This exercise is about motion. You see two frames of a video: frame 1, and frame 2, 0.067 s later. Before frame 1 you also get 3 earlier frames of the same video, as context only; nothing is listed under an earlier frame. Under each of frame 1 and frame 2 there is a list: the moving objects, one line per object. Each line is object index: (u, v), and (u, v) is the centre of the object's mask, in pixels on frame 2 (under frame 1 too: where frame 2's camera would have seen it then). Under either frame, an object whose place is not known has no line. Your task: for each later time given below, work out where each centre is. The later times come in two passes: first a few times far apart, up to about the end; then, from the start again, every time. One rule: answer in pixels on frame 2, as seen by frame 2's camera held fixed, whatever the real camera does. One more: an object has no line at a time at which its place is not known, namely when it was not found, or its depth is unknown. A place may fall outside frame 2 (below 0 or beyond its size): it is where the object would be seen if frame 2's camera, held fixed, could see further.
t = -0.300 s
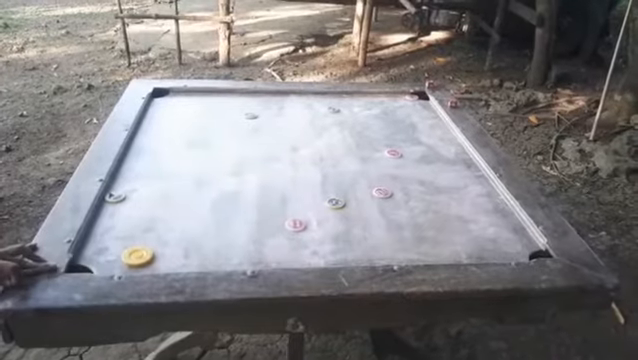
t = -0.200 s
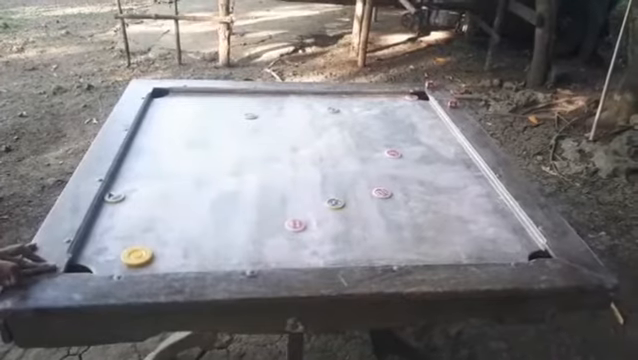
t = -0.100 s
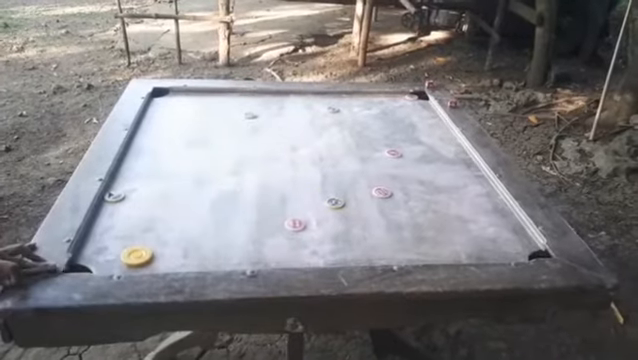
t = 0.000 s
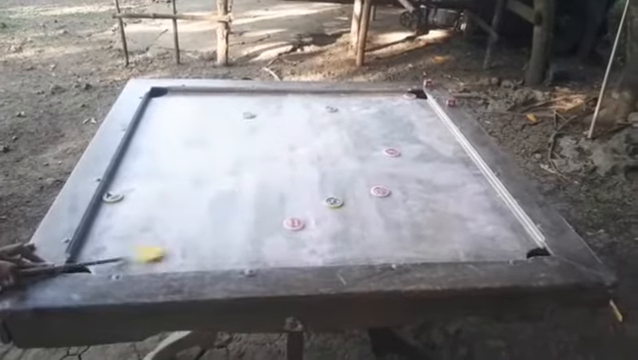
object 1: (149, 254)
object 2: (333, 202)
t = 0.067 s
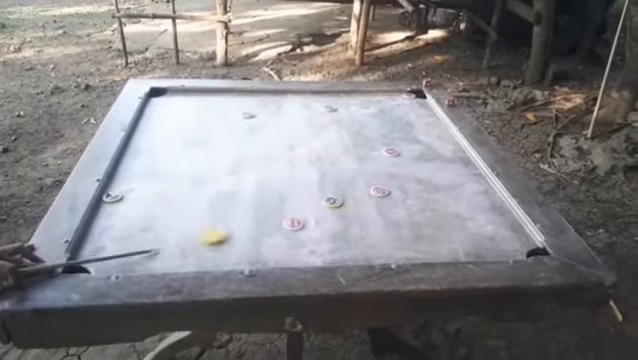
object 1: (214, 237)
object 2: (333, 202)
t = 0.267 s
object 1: (320, 197)
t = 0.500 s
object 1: (353, 170)
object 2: (441, 214)
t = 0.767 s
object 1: (367, 157)
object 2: (514, 232)
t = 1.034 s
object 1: (369, 156)
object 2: (505, 234)
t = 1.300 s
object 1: (368, 156)
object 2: (505, 234)
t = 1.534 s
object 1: (368, 155)
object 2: (505, 234)
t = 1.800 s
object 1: (368, 155)
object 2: (505, 234)
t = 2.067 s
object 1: (368, 156)
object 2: (505, 234)
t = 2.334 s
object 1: (369, 155)
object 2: (505, 234)
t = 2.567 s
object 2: (505, 234)
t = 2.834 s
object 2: (505, 234)
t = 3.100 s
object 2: (506, 234)
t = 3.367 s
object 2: (505, 233)
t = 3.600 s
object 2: (506, 233)
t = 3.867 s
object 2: (506, 233)
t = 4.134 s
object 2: (506, 233)
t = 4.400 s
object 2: (506, 233)
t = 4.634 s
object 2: (506, 233)
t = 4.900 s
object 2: (506, 233)
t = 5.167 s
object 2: (508, 233)
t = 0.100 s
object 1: (243, 229)
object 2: (333, 202)
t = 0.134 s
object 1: (267, 221)
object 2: (332, 201)
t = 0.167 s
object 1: (286, 215)
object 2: (333, 202)
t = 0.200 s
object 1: (300, 208)
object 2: (332, 201)
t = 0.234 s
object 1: (313, 202)
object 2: (334, 202)
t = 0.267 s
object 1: (320, 197)
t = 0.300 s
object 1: (326, 192)
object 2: (370, 201)
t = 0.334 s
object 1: (331, 187)
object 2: (380, 202)
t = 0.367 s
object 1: (336, 183)
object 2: (393, 204)
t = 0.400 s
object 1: (342, 180)
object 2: (408, 207)
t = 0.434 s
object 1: (346, 176)
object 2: (422, 210)
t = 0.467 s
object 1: (350, 172)
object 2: (429, 212)
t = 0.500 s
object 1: (353, 170)
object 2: (441, 214)
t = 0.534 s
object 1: (356, 168)
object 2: (451, 217)
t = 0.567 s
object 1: (360, 165)
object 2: (462, 219)
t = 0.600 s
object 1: (363, 163)
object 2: (472, 222)
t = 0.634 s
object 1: (364, 161)
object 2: (482, 224)
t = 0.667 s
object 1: (365, 160)
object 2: (488, 225)
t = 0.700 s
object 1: (366, 159)
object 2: (501, 229)
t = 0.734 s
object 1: (367, 158)
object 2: (507, 229)
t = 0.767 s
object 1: (367, 157)
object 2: (514, 232)
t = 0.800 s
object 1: (368, 156)
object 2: (516, 233)
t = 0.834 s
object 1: (368, 156)
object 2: (513, 234)
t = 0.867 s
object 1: (368, 156)
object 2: (512, 233)
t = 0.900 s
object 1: (368, 156)
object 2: (509, 234)
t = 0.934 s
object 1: (368, 156)
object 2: (507, 234)
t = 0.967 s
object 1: (368, 156)
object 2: (505, 234)
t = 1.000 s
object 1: (369, 156)
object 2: (505, 234)
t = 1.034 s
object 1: (369, 156)
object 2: (505, 234)
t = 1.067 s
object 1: (369, 156)
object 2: (505, 234)
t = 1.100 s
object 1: (369, 156)
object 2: (505, 234)
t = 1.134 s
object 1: (368, 156)
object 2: (505, 234)
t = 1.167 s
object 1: (368, 156)
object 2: (505, 234)
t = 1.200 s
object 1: (368, 156)
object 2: (505, 234)
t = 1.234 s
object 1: (368, 156)
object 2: (505, 234)
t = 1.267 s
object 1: (368, 156)
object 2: (505, 234)
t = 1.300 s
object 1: (368, 156)
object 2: (505, 234)
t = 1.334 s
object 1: (368, 156)
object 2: (505, 234)
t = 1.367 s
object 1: (368, 156)
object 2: (505, 234)
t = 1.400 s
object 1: (368, 155)
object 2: (505, 234)
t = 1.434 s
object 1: (368, 155)
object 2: (505, 234)
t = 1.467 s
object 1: (369, 155)
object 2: (505, 234)
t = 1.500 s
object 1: (369, 155)
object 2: (505, 234)
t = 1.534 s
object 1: (368, 155)
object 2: (505, 234)
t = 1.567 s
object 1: (368, 155)
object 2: (505, 234)
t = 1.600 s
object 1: (368, 155)
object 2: (505, 234)
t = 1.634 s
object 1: (368, 155)
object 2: (505, 234)
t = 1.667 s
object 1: (369, 155)
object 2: (505, 234)
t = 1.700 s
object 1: (369, 155)
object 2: (505, 234)
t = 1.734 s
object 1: (368, 155)
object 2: (505, 234)
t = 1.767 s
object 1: (368, 155)
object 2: (505, 234)
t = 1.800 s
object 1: (368, 155)
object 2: (505, 234)
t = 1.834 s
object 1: (368, 155)
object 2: (505, 234)
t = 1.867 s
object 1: (369, 155)
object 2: (505, 234)
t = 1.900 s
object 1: (369, 155)
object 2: (505, 234)
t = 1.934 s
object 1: (368, 155)
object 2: (505, 234)
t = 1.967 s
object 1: (368, 155)
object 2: (505, 234)
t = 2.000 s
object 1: (369, 155)
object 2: (505, 234)
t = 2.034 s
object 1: (369, 155)
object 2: (505, 234)
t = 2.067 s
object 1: (368, 156)
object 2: (505, 234)
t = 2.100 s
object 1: (369, 155)
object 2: (504, 234)
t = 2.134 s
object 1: (369, 155)
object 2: (505, 234)
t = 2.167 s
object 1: (369, 155)
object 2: (505, 234)
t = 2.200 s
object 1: (369, 155)
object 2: (505, 234)
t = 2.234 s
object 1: (369, 155)
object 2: (505, 234)
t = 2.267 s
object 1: (369, 155)
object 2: (505, 233)
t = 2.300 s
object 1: (369, 155)
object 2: (505, 234)
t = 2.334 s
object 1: (369, 155)
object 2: (505, 234)
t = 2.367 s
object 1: (369, 155)
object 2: (505, 234)
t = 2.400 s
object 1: (369, 155)
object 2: (505, 234)
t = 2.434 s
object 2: (505, 234)
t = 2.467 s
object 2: (505, 233)
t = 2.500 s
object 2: (505, 233)
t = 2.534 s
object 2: (505, 234)
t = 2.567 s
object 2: (505, 234)
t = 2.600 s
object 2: (505, 233)
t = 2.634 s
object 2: (505, 234)
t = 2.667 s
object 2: (505, 234)
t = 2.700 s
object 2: (505, 234)
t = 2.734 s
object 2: (505, 234)
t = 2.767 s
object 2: (505, 234)
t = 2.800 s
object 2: (505, 234)
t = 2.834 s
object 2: (505, 234)
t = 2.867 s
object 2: (505, 234)
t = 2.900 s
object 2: (506, 234)
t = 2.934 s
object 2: (506, 234)
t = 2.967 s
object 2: (506, 234)
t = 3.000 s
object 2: (506, 233)
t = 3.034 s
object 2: (506, 234)
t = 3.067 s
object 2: (506, 234)
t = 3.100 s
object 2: (506, 234)
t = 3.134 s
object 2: (506, 234)
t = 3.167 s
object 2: (506, 234)
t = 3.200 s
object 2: (505, 233)
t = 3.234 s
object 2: (505, 233)
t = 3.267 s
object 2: (505, 233)
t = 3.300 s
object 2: (505, 233)
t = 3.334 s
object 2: (505, 233)
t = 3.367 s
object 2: (505, 233)
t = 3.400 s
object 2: (505, 233)
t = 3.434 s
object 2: (505, 233)
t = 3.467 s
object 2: (505, 233)
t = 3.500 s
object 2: (505, 233)
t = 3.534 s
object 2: (505, 233)
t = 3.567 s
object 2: (505, 233)
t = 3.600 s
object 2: (506, 233)
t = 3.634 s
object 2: (505, 233)
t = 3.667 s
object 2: (505, 233)
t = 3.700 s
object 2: (505, 233)
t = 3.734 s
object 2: (505, 233)
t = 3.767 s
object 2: (505, 233)
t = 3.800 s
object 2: (506, 233)
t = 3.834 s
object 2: (506, 233)
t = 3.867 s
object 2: (506, 233)
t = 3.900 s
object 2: (506, 233)
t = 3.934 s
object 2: (506, 233)
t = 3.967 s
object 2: (506, 233)
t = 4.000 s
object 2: (506, 233)
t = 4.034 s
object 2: (506, 234)
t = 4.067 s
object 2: (506, 234)
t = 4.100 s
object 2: (506, 234)
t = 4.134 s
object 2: (506, 233)
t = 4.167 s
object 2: (506, 233)
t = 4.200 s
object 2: (506, 233)
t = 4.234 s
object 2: (505, 233)
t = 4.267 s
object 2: (506, 233)
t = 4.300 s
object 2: (506, 233)
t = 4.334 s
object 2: (506, 233)
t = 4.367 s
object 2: (506, 233)
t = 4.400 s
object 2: (506, 233)
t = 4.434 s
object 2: (506, 233)
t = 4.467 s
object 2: (506, 233)
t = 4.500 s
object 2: (506, 233)
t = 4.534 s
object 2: (505, 233)
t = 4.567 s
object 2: (505, 233)
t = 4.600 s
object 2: (506, 233)
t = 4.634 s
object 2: (506, 233)
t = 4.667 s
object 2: (506, 233)
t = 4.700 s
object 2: (506, 233)
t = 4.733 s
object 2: (506, 232)
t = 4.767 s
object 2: (506, 233)
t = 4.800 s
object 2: (506, 232)
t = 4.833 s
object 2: (505, 232)
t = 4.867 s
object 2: (506, 233)
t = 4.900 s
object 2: (506, 233)
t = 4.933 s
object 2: (507, 233)
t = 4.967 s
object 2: (507, 233)
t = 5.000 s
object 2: (507, 233)
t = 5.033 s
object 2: (507, 233)
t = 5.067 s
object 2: (507, 233)
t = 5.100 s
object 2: (507, 233)
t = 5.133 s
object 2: (508, 233)
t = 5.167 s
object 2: (508, 233)
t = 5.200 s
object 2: (508, 233)
